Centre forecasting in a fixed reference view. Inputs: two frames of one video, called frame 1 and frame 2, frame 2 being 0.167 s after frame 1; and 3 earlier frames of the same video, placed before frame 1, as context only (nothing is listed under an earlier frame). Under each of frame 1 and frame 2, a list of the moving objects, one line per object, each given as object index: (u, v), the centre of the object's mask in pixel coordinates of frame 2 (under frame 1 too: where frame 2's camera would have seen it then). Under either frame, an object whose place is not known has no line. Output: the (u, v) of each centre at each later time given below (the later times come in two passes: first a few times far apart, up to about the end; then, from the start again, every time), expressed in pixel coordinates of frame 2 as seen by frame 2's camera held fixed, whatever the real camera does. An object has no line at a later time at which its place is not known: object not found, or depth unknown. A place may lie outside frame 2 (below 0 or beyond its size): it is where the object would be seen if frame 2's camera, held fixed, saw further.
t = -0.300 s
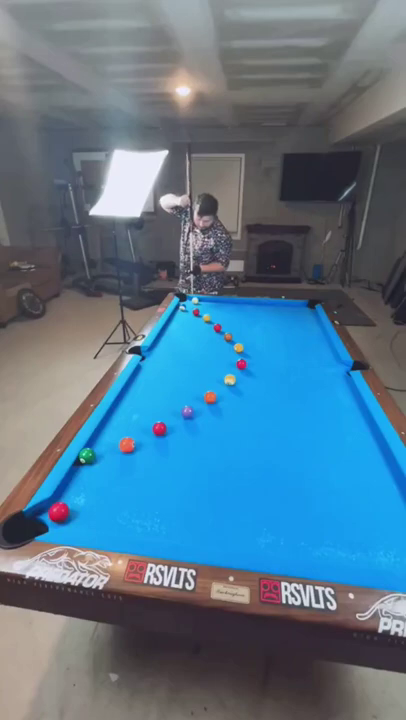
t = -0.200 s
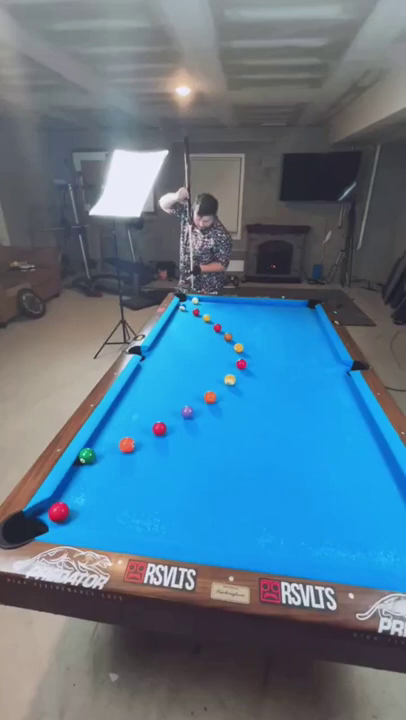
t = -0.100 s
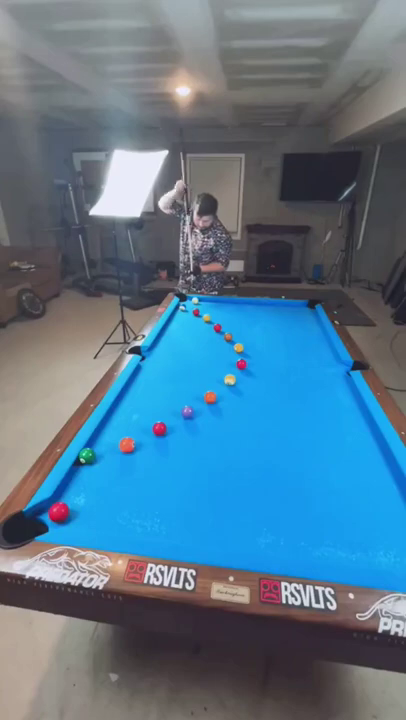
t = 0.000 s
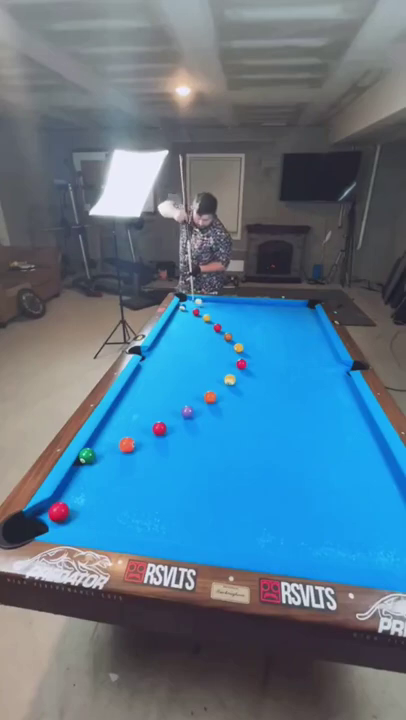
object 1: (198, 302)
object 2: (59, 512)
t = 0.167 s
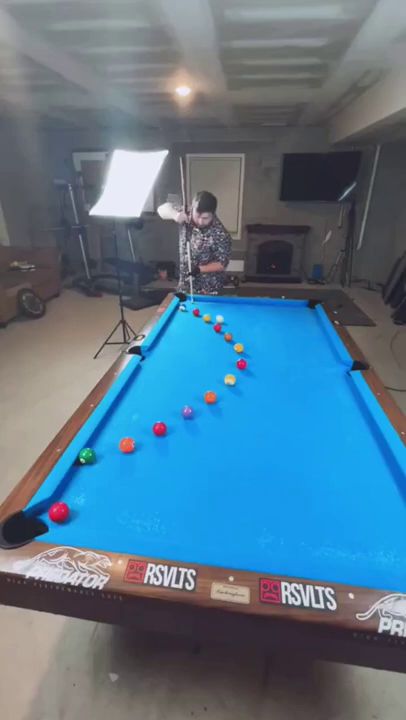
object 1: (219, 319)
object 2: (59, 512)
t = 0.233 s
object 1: (228, 326)
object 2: (59, 512)
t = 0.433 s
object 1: (253, 349)
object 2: (59, 512)
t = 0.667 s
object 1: (279, 381)
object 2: (59, 512)
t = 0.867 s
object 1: (294, 411)
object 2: (59, 512)
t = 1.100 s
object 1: (296, 447)
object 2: (59, 512)
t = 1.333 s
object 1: (274, 479)
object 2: (59, 512)
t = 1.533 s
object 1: (232, 498)
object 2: (59, 512)
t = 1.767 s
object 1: (156, 504)
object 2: (59, 512)
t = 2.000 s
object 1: (78, 502)
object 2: (54, 514)
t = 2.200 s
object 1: (75, 484)
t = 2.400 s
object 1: (99, 470)
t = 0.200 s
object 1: (224, 322)
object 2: (59, 512)
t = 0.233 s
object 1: (228, 326)
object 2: (59, 512)
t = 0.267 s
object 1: (232, 329)
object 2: (59, 512)
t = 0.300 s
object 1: (236, 333)
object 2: (59, 512)
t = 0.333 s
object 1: (241, 337)
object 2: (59, 512)
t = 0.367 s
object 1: (245, 341)
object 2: (59, 512)
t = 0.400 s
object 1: (249, 345)
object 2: (59, 512)
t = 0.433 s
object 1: (253, 349)
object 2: (59, 512)
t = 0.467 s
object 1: (257, 353)
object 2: (59, 512)
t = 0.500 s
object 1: (261, 357)
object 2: (59, 512)
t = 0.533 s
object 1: (265, 362)
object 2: (59, 512)
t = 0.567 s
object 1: (269, 366)
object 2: (59, 512)
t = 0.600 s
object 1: (272, 371)
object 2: (59, 512)
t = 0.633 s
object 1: (276, 376)
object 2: (59, 512)
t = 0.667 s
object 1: (279, 381)
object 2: (59, 512)
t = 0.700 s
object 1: (282, 385)
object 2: (59, 512)
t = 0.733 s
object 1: (285, 390)
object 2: (59, 512)
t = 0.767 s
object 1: (288, 395)
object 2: (59, 512)
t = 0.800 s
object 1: (290, 401)
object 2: (59, 512)
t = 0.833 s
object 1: (292, 406)
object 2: (59, 512)
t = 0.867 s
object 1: (294, 411)
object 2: (59, 512)
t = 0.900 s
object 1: (295, 416)
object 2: (59, 512)
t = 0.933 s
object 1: (297, 421)
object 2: (59, 512)
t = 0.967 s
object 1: (297, 426)
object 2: (59, 512)
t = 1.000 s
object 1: (298, 431)
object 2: (59, 512)
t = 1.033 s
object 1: (298, 437)
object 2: (59, 512)
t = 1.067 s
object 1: (297, 442)
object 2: (59, 512)
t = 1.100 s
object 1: (296, 447)
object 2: (59, 512)
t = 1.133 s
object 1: (295, 452)
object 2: (59, 512)
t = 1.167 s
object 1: (293, 457)
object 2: (59, 512)
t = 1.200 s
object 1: (290, 461)
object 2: (59, 512)
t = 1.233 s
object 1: (287, 466)
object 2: (59, 512)
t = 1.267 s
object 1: (283, 471)
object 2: (59, 512)
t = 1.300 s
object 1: (279, 475)
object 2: (59, 512)
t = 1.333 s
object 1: (274, 479)
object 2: (59, 512)
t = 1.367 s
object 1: (269, 483)
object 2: (59, 512)
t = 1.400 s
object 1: (263, 487)
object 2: (59, 512)
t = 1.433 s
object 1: (256, 490)
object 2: (59, 512)
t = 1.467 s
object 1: (249, 493)
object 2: (59, 512)
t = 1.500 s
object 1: (241, 496)
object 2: (59, 512)
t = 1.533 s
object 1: (232, 498)
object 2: (59, 512)
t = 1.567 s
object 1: (223, 500)
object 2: (59, 512)
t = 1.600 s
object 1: (213, 502)
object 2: (59, 512)
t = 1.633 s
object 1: (202, 503)
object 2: (59, 512)
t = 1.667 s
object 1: (191, 504)
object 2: (59, 512)
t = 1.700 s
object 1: (180, 504)
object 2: (59, 512)
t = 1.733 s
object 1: (168, 504)
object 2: (59, 512)
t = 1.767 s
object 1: (156, 504)
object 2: (59, 512)
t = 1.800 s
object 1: (144, 504)
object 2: (59, 512)
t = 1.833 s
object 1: (132, 504)
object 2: (59, 512)
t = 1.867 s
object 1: (120, 504)
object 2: (59, 512)
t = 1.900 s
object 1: (108, 504)
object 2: (59, 512)
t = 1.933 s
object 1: (96, 504)
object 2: (59, 512)
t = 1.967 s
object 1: (84, 504)
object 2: (59, 512)
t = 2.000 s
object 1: (78, 502)
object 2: (54, 514)
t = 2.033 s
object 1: (75, 498)
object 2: (43, 518)
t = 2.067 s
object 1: (72, 495)
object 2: (34, 524)
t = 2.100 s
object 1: (68, 491)
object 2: (26, 532)
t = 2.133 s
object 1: (66, 489)
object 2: (20, 538)
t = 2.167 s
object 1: (71, 486)
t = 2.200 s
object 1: (75, 484)
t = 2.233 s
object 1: (79, 481)
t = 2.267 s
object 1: (83, 479)
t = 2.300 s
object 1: (87, 477)
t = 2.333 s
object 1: (91, 474)
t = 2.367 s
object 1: (95, 472)
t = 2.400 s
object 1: (99, 470)
